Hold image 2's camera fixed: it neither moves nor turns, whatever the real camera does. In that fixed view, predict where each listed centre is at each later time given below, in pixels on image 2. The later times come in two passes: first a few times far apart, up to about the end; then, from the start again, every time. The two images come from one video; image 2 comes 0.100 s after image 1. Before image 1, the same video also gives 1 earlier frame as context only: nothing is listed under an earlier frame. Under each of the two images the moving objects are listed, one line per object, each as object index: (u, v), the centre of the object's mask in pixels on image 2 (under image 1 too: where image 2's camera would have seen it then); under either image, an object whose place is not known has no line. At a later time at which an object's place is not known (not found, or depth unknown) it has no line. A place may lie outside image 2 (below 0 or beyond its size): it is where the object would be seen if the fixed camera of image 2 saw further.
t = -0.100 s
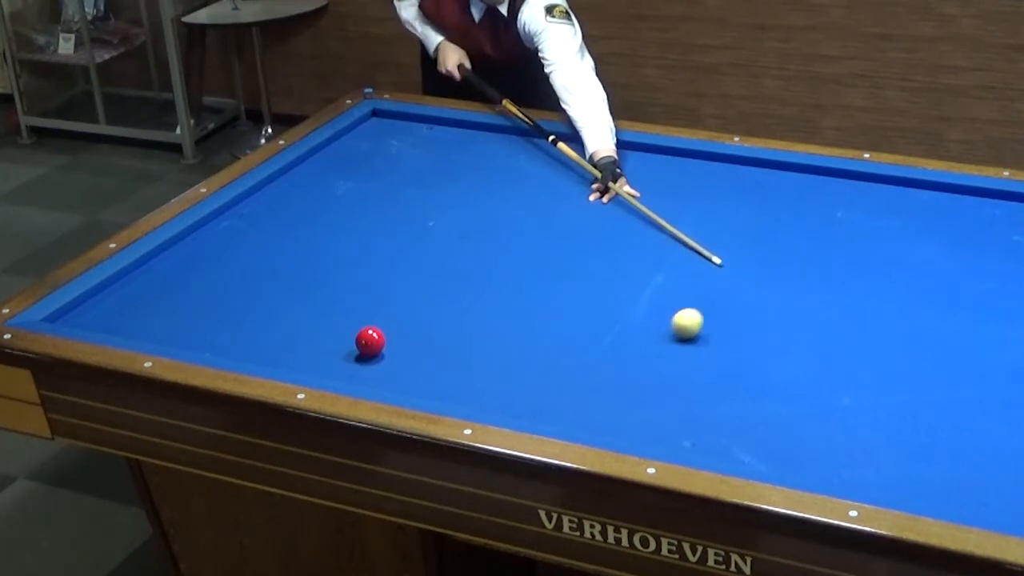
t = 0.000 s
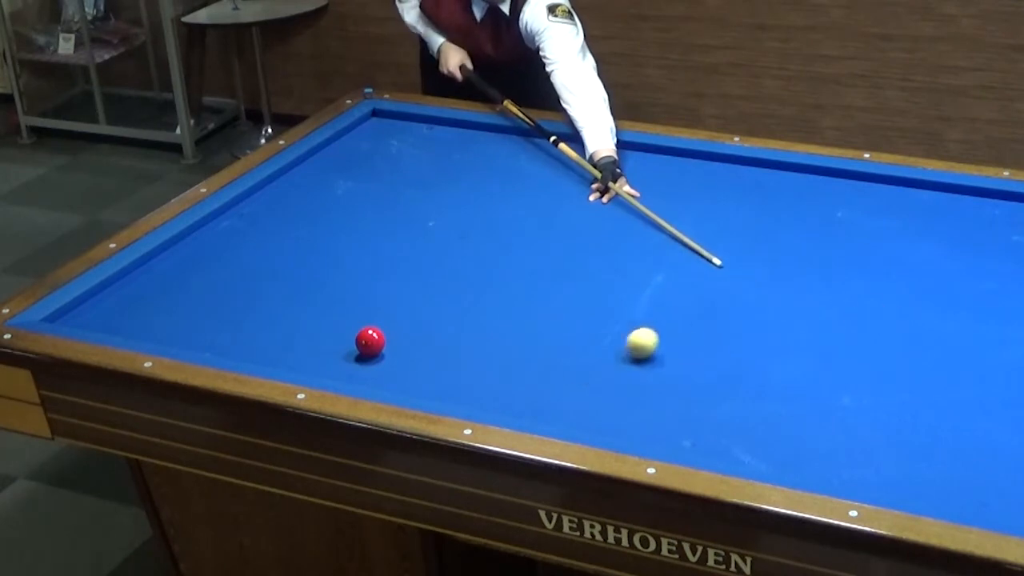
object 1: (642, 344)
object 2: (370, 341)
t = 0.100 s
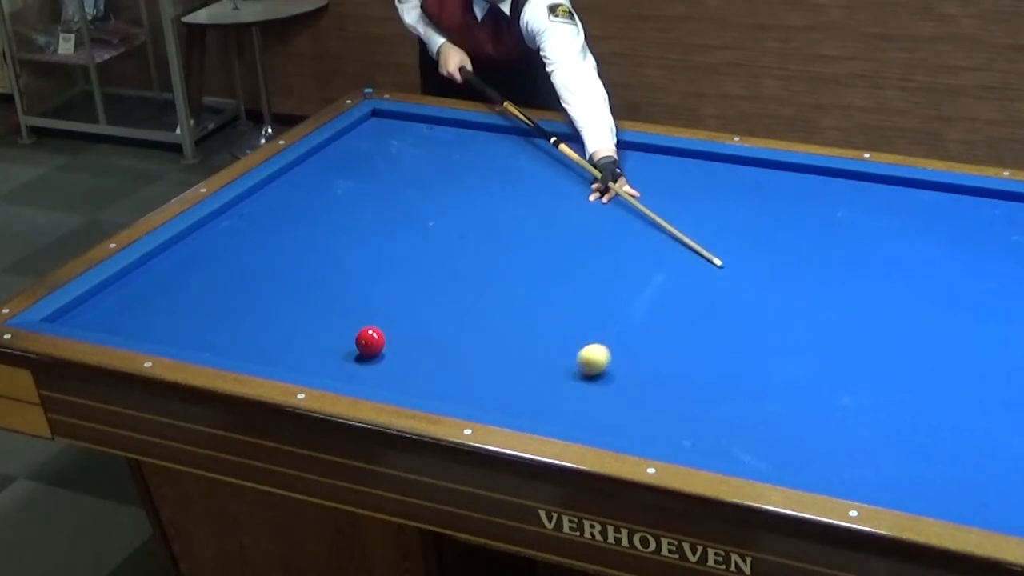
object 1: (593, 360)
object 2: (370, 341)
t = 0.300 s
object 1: (486, 379)
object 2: (370, 341)
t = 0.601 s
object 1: (323, 367)
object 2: (370, 342)
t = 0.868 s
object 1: (217, 341)
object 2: (370, 341)
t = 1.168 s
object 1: (109, 311)
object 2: (370, 341)
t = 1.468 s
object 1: (120, 324)
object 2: (370, 341)
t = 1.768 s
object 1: (180, 336)
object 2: (370, 341)
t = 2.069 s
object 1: (251, 345)
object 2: (370, 341)
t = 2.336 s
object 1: (316, 350)
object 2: (370, 341)
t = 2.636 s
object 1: (375, 361)
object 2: (383, 335)
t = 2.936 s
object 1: (425, 377)
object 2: (401, 328)
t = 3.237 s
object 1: (476, 392)
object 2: (418, 321)
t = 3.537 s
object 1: (528, 406)
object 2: (433, 314)
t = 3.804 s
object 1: (574, 418)
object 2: (445, 308)
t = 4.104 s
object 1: (626, 430)
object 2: (457, 302)
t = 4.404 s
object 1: (682, 441)
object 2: (468, 297)
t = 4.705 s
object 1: (738, 451)
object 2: (478, 292)
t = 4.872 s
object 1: (769, 456)
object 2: (482, 290)
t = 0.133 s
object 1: (576, 364)
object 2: (370, 341)
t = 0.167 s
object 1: (558, 368)
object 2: (370, 341)
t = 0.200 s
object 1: (541, 372)
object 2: (370, 342)
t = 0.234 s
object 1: (522, 375)
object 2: (370, 342)
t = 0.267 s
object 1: (504, 377)
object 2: (370, 341)
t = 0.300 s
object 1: (486, 379)
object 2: (370, 341)
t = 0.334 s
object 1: (467, 380)
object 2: (370, 341)
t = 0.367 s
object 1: (448, 381)
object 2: (370, 341)
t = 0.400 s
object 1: (429, 381)
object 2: (370, 341)
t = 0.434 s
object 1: (410, 380)
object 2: (370, 342)
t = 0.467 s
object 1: (391, 378)
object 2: (370, 341)
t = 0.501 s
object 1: (372, 376)
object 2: (370, 341)
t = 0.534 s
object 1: (353, 374)
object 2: (370, 341)
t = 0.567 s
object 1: (336, 371)
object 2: (370, 341)
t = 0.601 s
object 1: (323, 367)
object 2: (370, 342)
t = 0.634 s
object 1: (309, 364)
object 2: (370, 341)
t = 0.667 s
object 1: (295, 360)
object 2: (370, 341)
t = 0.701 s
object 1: (282, 357)
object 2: (370, 341)
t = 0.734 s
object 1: (268, 354)
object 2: (370, 341)
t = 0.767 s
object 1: (256, 351)
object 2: (370, 341)
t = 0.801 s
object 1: (243, 347)
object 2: (370, 341)
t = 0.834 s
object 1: (230, 344)
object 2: (370, 341)
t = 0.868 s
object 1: (217, 341)
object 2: (370, 341)
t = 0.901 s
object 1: (204, 338)
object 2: (370, 341)
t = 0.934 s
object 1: (191, 334)
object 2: (370, 341)
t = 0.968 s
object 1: (179, 331)
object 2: (370, 341)
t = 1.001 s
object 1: (167, 328)
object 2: (370, 341)
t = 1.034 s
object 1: (155, 325)
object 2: (370, 341)
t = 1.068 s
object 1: (143, 321)
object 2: (370, 341)
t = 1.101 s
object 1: (132, 318)
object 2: (370, 341)
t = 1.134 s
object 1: (120, 314)
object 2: (370, 341)
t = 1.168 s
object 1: (109, 311)
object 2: (370, 341)
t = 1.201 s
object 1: (97, 308)
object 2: (370, 341)
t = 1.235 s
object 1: (86, 305)
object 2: (370, 341)
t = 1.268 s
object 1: (86, 305)
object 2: (370, 341)
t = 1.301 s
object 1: (93, 309)
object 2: (370, 341)
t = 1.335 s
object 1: (100, 313)
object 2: (370, 341)
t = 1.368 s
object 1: (106, 317)
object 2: (370, 341)
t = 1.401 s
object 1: (111, 320)
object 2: (370, 341)
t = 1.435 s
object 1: (116, 322)
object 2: (370, 341)
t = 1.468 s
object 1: (120, 324)
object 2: (370, 341)
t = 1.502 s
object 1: (125, 326)
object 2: (370, 341)
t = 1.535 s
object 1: (129, 329)
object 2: (370, 341)
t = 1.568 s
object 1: (133, 331)
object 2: (370, 341)
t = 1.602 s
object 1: (139, 332)
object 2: (370, 341)
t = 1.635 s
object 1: (148, 333)
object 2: (370, 341)
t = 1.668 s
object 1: (156, 334)
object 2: (370, 341)
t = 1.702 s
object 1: (164, 335)
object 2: (370, 341)
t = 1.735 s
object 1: (172, 336)
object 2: (370, 341)
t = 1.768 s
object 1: (180, 336)
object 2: (370, 341)
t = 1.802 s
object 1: (187, 338)
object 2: (370, 342)
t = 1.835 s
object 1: (196, 339)
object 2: (370, 341)
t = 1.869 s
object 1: (204, 340)
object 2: (370, 341)
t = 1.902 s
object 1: (212, 341)
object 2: (370, 341)
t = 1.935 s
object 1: (220, 342)
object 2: (370, 341)
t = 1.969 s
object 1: (228, 343)
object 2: (370, 341)
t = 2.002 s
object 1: (235, 344)
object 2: (370, 341)
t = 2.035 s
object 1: (244, 344)
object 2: (370, 341)
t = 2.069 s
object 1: (251, 345)
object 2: (370, 341)
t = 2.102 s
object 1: (260, 346)
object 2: (370, 341)
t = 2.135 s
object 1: (268, 346)
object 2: (370, 341)
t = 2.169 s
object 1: (276, 347)
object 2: (370, 341)
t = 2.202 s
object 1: (285, 347)
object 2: (370, 341)
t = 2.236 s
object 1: (292, 348)
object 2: (370, 341)
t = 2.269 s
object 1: (300, 349)
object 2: (370, 341)
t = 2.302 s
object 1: (308, 349)
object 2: (370, 341)
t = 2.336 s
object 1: (316, 350)
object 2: (370, 341)
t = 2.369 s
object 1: (324, 350)
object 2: (370, 341)
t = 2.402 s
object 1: (332, 351)
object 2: (370, 341)
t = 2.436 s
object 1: (340, 352)
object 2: (370, 341)
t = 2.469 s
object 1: (348, 352)
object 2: (372, 341)
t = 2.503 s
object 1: (352, 355)
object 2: (374, 339)
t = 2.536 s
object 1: (358, 356)
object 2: (377, 338)
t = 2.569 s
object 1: (364, 358)
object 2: (379, 337)
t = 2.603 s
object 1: (369, 360)
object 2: (381, 336)
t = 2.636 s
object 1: (375, 361)
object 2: (383, 335)
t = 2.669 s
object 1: (380, 363)
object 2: (384, 335)
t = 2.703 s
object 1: (386, 365)
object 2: (386, 335)
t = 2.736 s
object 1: (392, 367)
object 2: (388, 334)
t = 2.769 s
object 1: (397, 368)
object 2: (391, 333)
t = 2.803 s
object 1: (402, 370)
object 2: (393, 331)
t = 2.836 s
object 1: (408, 372)
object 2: (395, 331)
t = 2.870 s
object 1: (413, 374)
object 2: (397, 329)
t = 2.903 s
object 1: (419, 376)
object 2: (399, 329)
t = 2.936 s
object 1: (425, 377)
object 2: (401, 328)
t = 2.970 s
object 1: (431, 379)
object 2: (403, 327)
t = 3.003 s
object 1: (436, 381)
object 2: (405, 326)
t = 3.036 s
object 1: (442, 382)
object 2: (407, 326)
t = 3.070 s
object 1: (447, 384)
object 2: (409, 325)
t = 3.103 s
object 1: (453, 386)
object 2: (411, 324)
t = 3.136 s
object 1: (459, 387)
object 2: (413, 323)
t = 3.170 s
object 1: (465, 389)
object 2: (414, 322)
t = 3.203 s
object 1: (470, 391)
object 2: (416, 322)
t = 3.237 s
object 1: (476, 392)
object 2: (418, 321)
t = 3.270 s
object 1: (482, 394)
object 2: (420, 320)
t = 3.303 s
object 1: (488, 396)
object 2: (422, 319)
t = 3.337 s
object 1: (493, 397)
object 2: (423, 318)
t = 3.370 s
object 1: (499, 398)
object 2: (425, 317)
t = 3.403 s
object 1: (505, 400)
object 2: (427, 316)
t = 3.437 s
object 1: (510, 402)
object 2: (428, 316)
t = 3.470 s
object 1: (516, 403)
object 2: (430, 315)
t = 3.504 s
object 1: (522, 405)
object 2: (432, 314)
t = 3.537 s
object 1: (528, 406)
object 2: (433, 314)
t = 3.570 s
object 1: (533, 408)
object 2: (435, 313)
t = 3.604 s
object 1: (539, 409)
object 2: (436, 312)
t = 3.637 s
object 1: (545, 411)
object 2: (438, 311)
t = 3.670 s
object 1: (551, 412)
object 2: (439, 311)
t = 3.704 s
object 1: (556, 413)
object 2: (441, 310)
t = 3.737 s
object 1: (562, 415)
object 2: (442, 309)
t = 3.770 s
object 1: (568, 416)
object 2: (444, 308)
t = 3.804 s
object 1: (574, 418)
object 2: (445, 308)
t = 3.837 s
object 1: (580, 419)
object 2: (447, 307)
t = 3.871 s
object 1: (586, 420)
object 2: (448, 306)
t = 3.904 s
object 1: (591, 422)
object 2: (450, 306)
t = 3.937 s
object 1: (597, 423)
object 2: (451, 305)
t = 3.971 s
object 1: (603, 425)
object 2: (452, 304)
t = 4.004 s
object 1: (609, 426)
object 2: (453, 304)
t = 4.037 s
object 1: (615, 427)
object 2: (455, 303)
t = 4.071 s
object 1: (620, 429)
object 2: (456, 303)
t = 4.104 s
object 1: (626, 430)
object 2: (457, 302)
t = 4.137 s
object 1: (632, 432)
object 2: (459, 301)
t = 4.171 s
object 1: (638, 433)
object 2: (460, 301)
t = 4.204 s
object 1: (644, 434)
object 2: (461, 300)
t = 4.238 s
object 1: (650, 435)
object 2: (462, 300)
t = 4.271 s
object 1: (657, 436)
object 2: (463, 299)
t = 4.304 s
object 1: (663, 437)
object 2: (465, 299)
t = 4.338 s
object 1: (670, 439)
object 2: (466, 298)
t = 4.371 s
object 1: (676, 440)
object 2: (467, 298)
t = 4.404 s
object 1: (682, 441)
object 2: (468, 297)
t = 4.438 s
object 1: (689, 442)
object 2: (470, 296)
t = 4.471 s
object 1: (695, 443)
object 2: (470, 296)
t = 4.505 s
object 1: (701, 444)
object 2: (471, 296)
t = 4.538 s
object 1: (707, 445)
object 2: (473, 295)
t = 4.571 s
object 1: (714, 447)
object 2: (474, 295)
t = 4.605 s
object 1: (720, 448)
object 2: (475, 294)
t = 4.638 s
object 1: (726, 449)
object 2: (476, 293)
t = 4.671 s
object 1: (732, 450)
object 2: (477, 293)
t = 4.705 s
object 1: (738, 451)
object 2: (478, 292)
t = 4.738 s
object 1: (745, 452)
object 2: (479, 292)
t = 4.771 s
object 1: (751, 453)
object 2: (480, 292)
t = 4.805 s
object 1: (757, 454)
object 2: (480, 291)
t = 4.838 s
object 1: (764, 455)
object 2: (481, 291)
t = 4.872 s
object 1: (769, 456)
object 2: (482, 290)
